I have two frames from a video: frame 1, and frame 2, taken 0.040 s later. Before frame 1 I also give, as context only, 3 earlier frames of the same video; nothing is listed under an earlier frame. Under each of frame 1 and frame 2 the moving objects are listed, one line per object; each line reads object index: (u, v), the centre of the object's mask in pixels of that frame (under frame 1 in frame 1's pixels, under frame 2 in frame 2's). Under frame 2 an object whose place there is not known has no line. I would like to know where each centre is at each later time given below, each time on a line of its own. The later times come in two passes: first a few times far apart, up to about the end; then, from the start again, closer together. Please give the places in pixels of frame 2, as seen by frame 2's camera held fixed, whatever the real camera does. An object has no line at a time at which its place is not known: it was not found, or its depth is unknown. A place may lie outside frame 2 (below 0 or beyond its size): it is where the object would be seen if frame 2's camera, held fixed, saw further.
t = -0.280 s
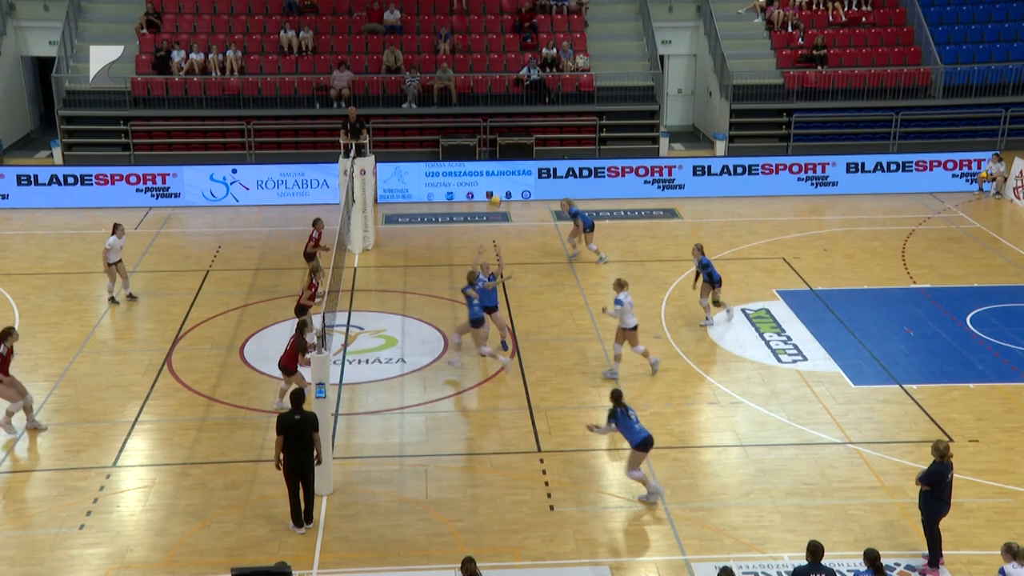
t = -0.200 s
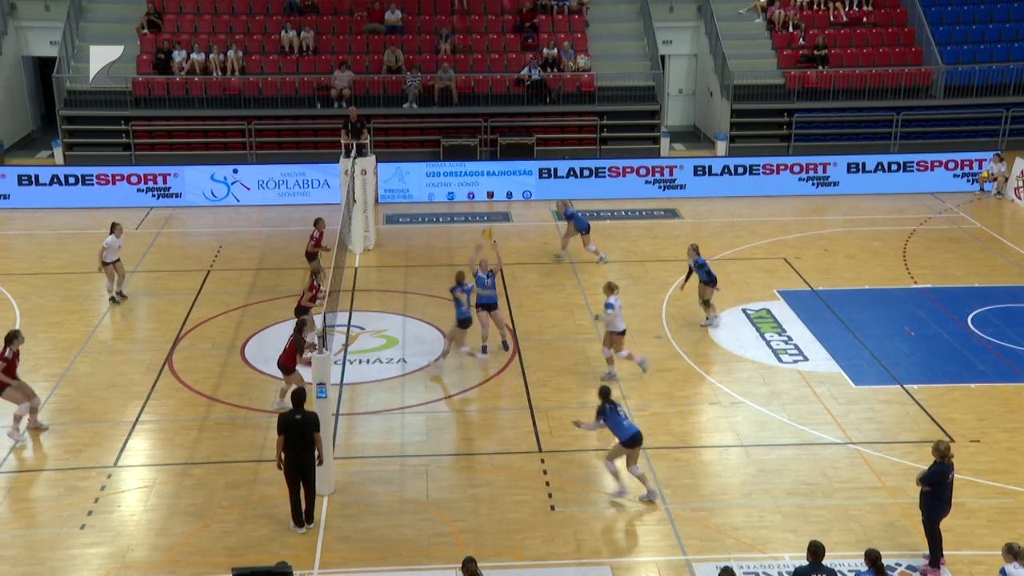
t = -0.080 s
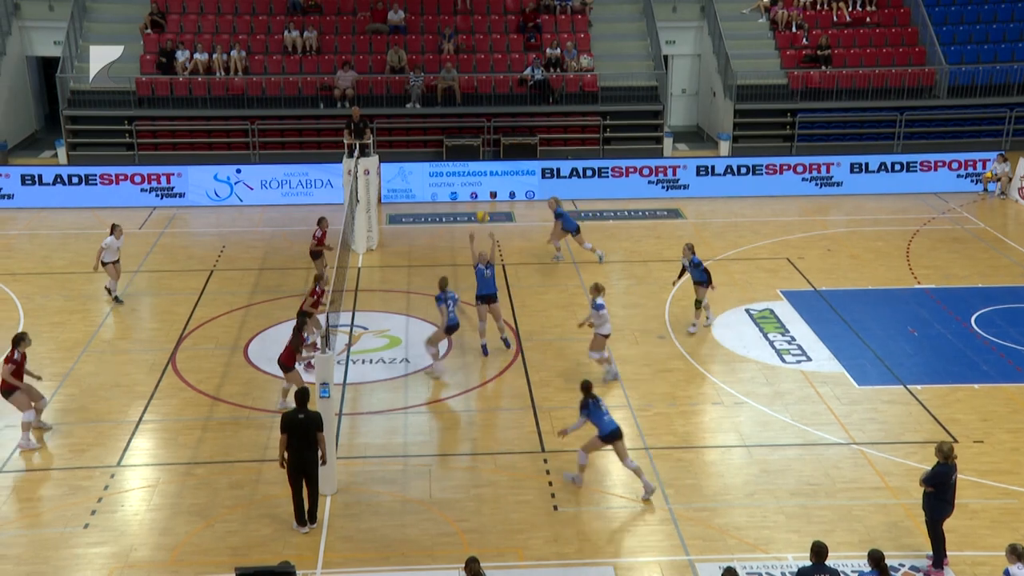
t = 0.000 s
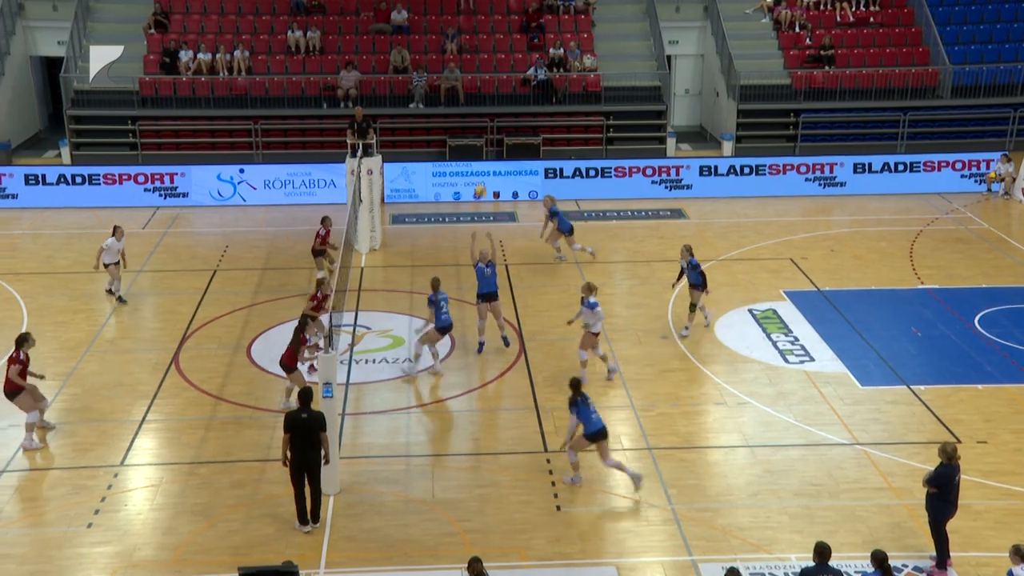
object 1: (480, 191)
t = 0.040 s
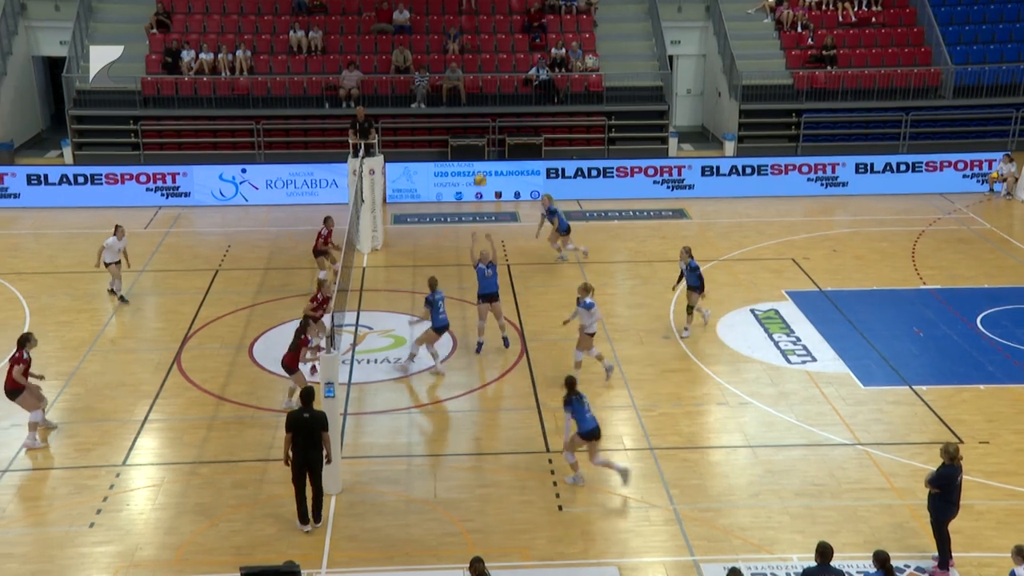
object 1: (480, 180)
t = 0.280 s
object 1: (465, 131)
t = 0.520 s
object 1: (450, 117)
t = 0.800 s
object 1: (432, 148)
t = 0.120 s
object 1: (475, 160)
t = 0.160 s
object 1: (473, 152)
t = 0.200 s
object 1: (470, 144)
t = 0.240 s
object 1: (468, 137)
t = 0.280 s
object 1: (465, 131)
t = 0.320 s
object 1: (463, 127)
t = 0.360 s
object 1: (460, 123)
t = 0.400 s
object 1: (457, 120)
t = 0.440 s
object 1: (455, 118)
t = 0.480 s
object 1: (452, 117)
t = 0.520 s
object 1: (450, 117)
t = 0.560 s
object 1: (447, 118)
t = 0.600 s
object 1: (445, 121)
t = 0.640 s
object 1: (442, 124)
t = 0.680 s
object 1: (440, 128)
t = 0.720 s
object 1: (437, 134)
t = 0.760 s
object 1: (435, 141)
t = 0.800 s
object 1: (432, 148)
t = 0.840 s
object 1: (430, 157)
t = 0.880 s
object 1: (427, 167)
